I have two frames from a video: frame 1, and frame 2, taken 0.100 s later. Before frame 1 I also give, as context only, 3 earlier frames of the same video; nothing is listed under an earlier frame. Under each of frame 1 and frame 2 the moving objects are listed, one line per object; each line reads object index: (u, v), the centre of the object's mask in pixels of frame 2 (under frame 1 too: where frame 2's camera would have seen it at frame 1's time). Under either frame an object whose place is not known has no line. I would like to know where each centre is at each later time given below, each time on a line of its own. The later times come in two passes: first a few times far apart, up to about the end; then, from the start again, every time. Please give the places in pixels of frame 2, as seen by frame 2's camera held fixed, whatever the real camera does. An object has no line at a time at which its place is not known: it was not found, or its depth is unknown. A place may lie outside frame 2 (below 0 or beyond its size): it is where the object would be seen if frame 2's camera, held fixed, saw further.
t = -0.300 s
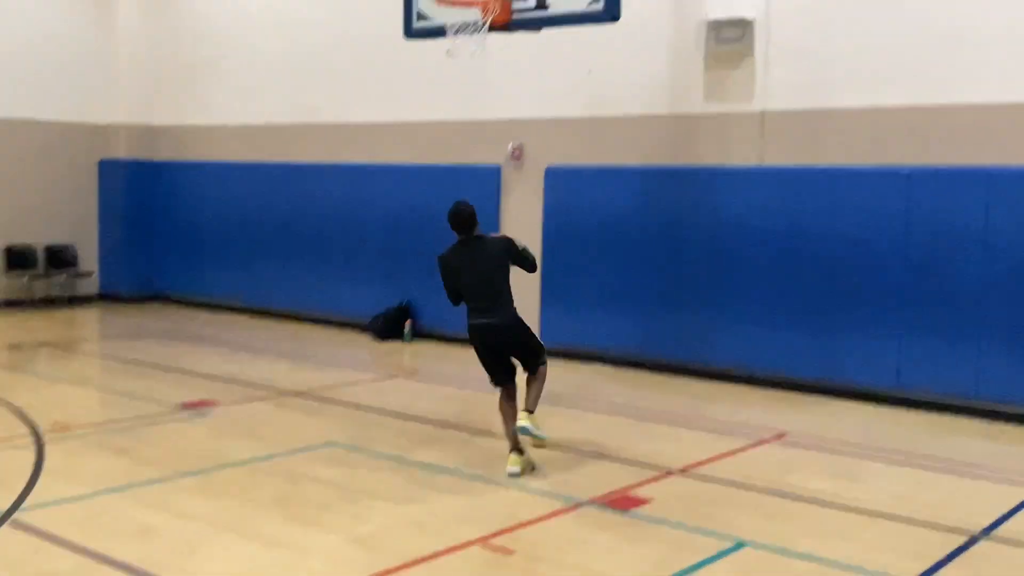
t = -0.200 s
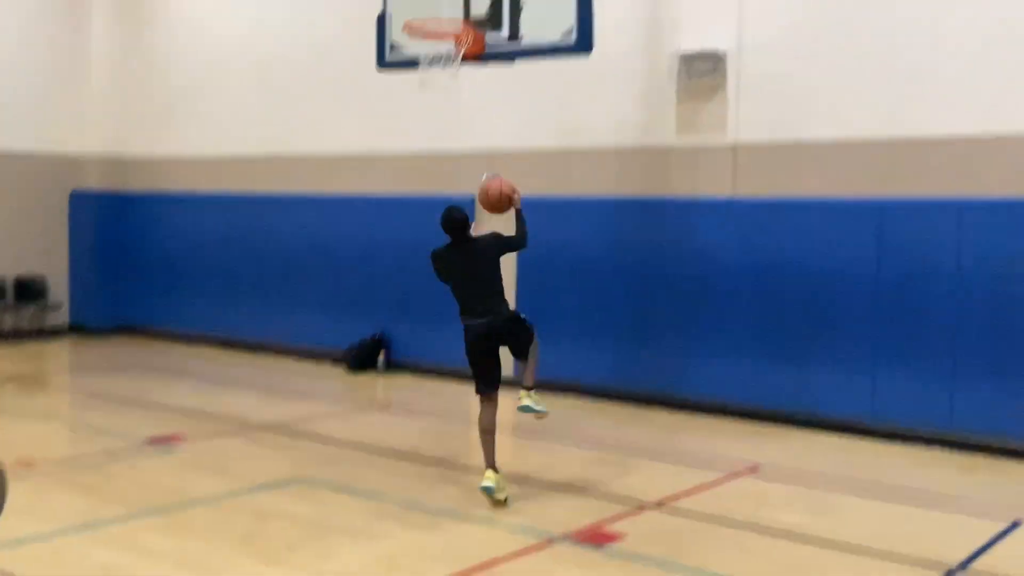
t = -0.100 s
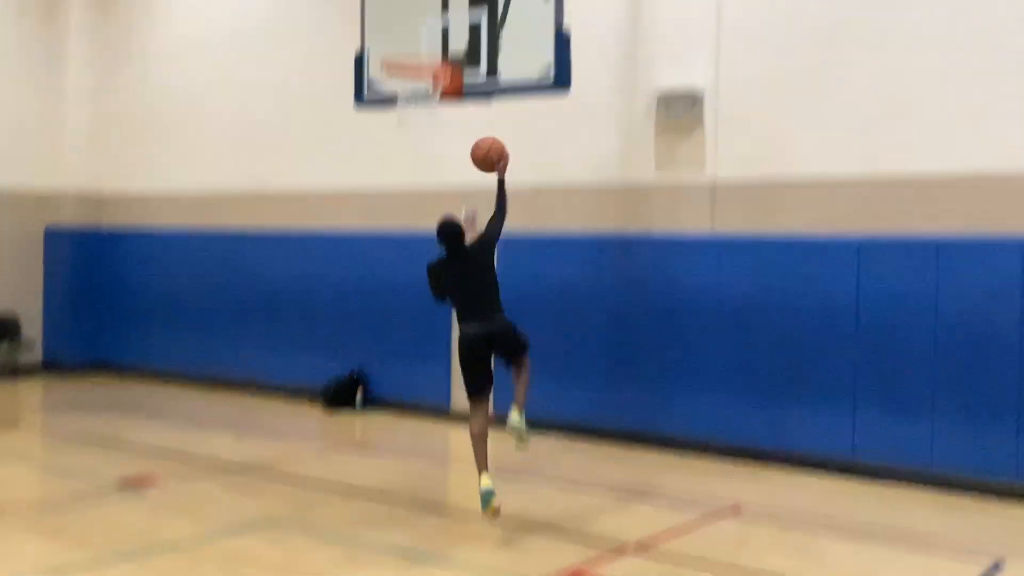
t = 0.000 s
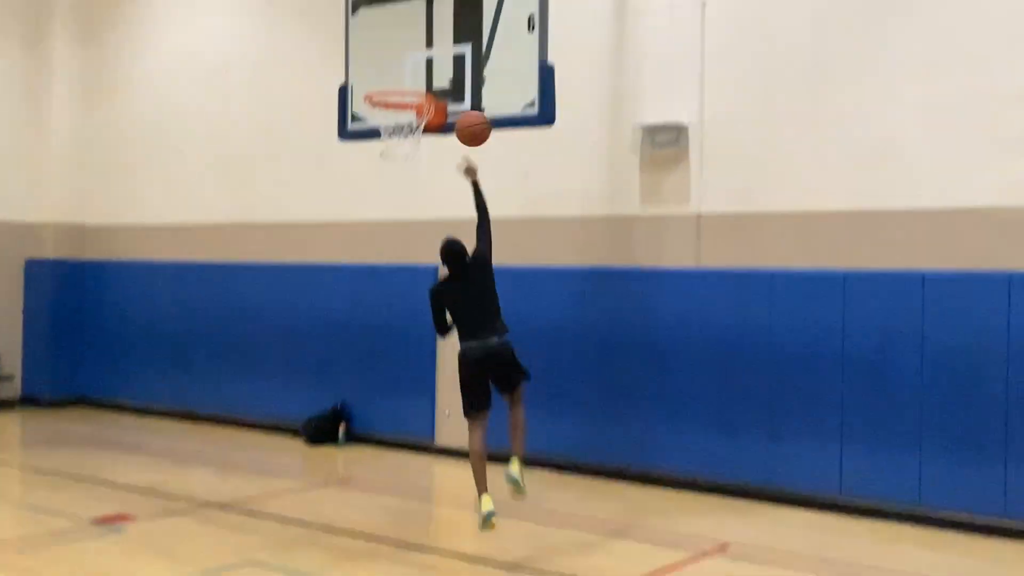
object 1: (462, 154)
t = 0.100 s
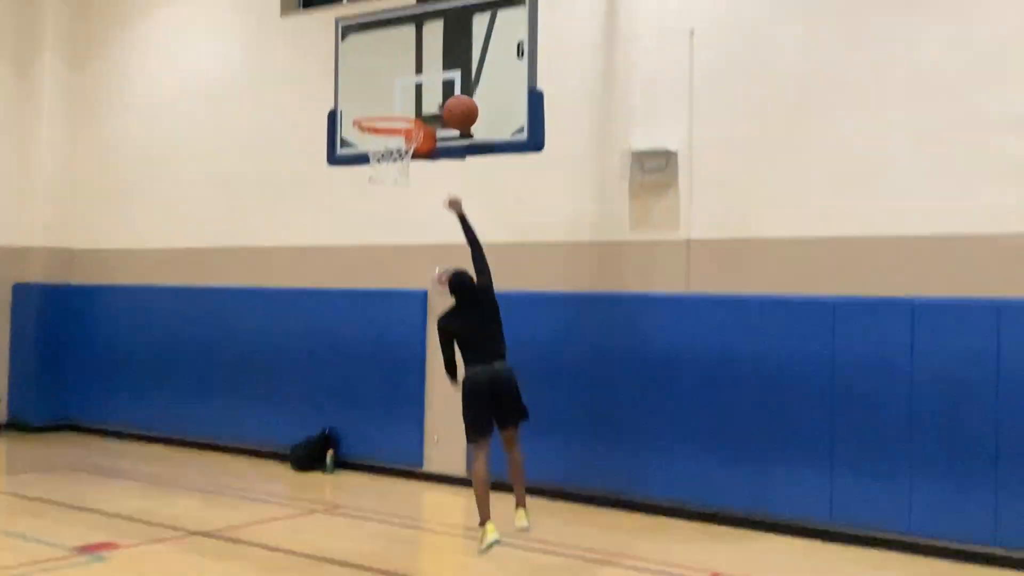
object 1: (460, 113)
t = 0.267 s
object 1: (442, 79)
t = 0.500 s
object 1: (395, 101)
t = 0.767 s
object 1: (385, 166)
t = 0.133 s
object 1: (459, 102)
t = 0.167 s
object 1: (459, 94)
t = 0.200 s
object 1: (456, 88)
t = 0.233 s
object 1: (449, 83)
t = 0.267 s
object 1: (442, 79)
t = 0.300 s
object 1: (437, 79)
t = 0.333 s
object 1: (429, 78)
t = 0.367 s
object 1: (422, 80)
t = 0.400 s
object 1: (416, 83)
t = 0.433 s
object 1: (409, 88)
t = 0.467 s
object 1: (403, 94)
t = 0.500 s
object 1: (395, 101)
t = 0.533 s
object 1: (389, 110)
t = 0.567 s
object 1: (388, 117)
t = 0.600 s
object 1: (387, 123)
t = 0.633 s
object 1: (386, 130)
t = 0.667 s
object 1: (385, 141)
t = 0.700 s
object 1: (385, 153)
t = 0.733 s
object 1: (385, 162)
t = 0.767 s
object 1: (385, 166)
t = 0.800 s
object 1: (385, 179)
